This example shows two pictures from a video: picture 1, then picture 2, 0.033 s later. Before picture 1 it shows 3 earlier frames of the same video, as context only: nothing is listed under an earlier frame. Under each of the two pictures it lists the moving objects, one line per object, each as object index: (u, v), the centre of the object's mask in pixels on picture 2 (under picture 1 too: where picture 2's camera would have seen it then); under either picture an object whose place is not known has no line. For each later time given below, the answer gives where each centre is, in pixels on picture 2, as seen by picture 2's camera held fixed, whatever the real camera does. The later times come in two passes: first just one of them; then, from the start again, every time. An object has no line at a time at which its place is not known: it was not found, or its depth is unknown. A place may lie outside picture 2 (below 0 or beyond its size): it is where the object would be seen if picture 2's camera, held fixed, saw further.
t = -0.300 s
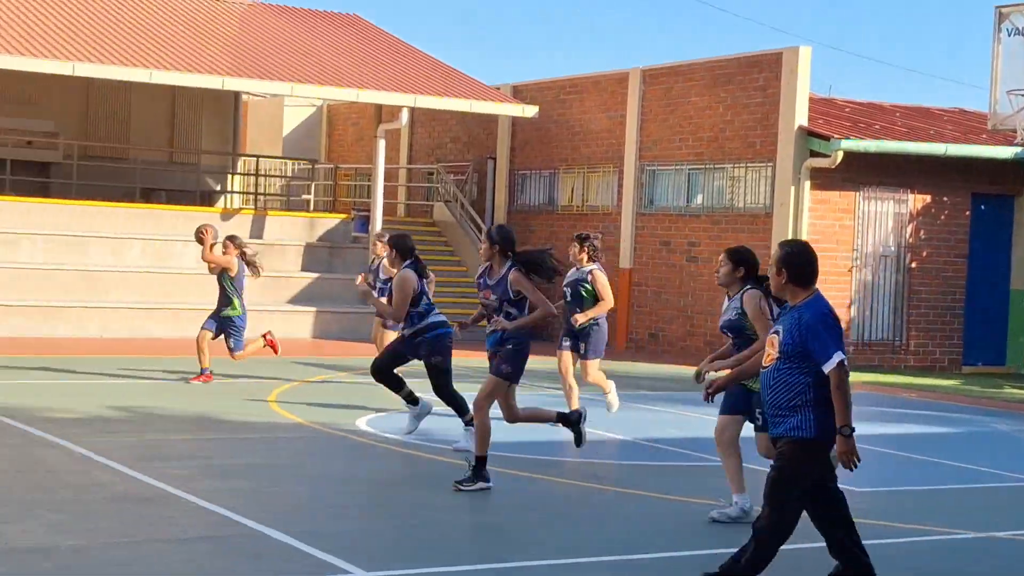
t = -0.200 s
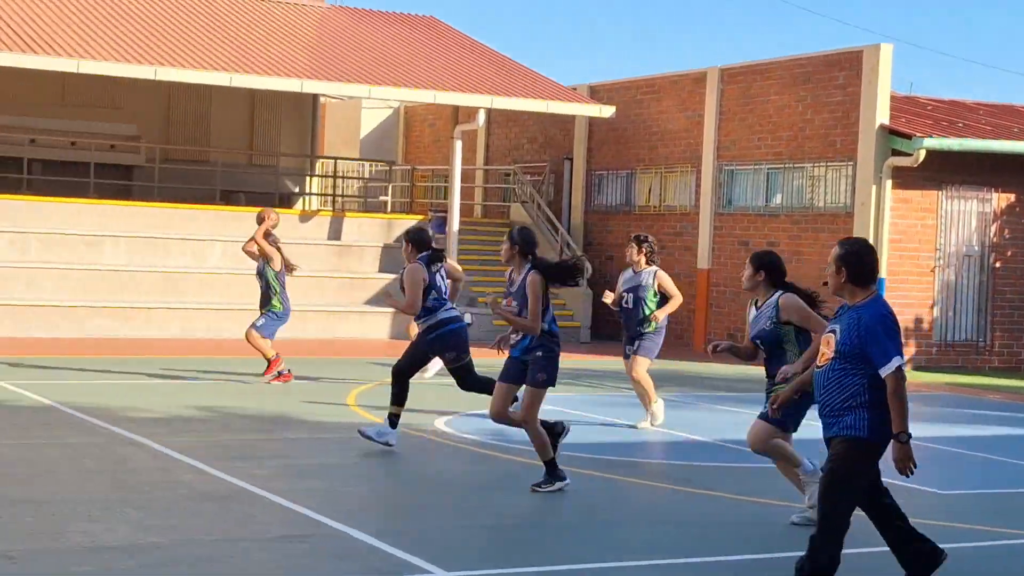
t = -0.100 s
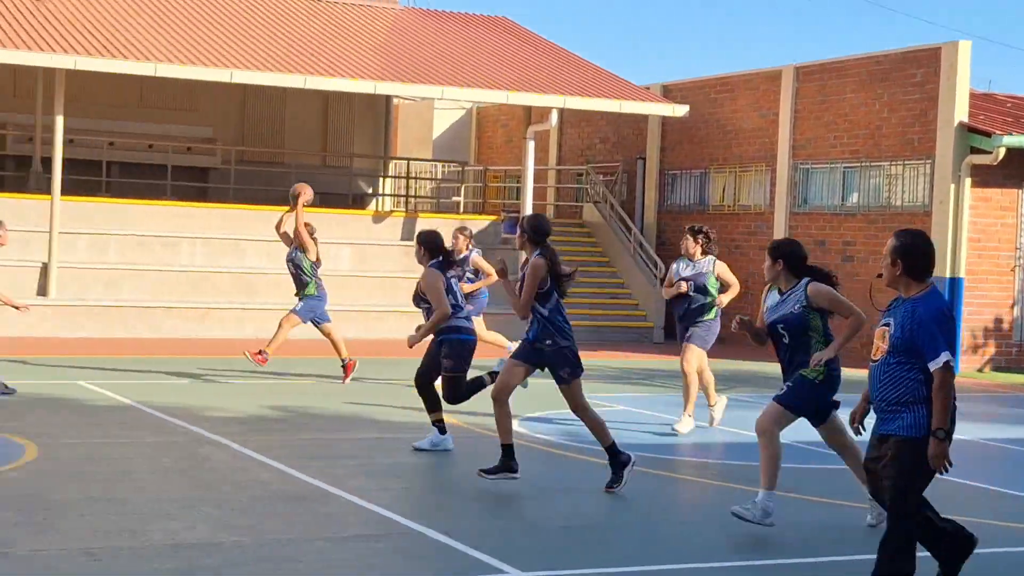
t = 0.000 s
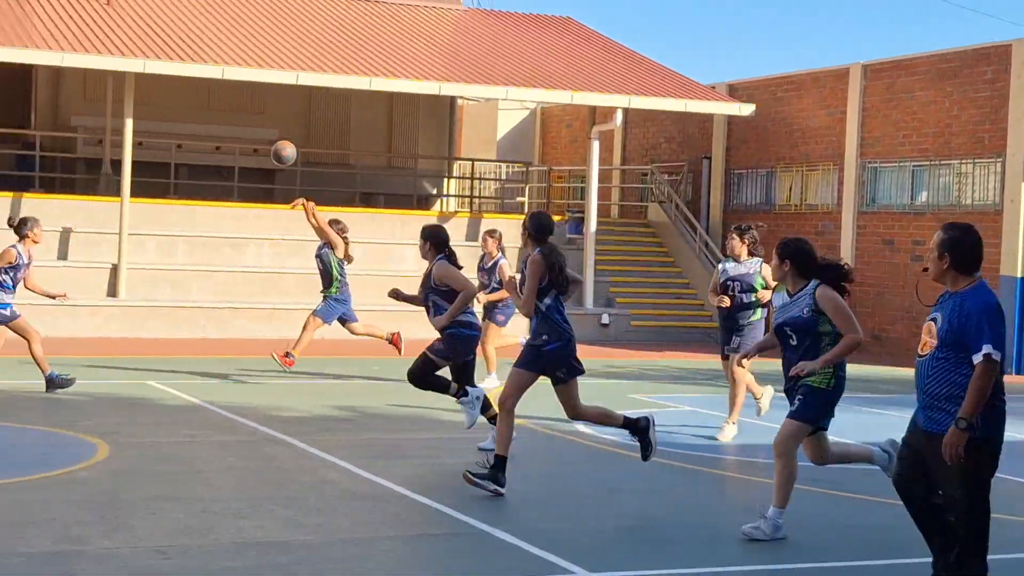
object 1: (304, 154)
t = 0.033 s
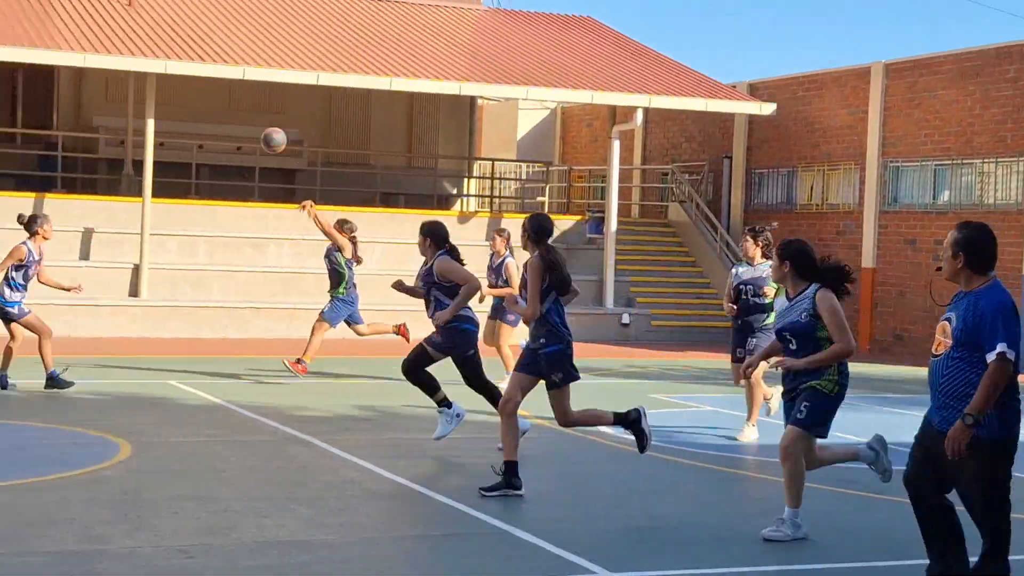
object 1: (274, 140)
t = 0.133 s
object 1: (176, 105)
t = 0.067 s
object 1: (242, 128)
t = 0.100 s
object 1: (210, 116)
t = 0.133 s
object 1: (176, 105)
